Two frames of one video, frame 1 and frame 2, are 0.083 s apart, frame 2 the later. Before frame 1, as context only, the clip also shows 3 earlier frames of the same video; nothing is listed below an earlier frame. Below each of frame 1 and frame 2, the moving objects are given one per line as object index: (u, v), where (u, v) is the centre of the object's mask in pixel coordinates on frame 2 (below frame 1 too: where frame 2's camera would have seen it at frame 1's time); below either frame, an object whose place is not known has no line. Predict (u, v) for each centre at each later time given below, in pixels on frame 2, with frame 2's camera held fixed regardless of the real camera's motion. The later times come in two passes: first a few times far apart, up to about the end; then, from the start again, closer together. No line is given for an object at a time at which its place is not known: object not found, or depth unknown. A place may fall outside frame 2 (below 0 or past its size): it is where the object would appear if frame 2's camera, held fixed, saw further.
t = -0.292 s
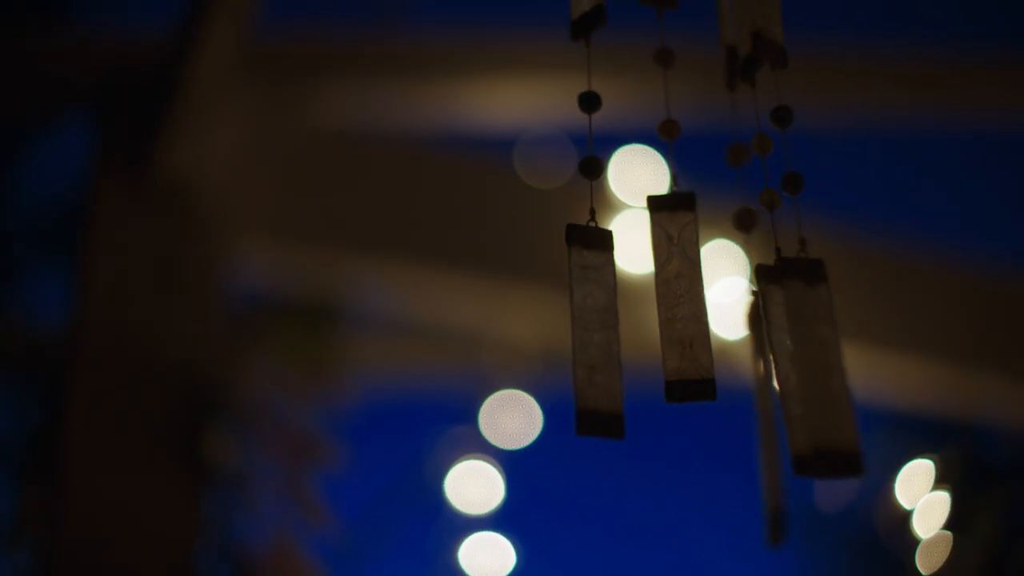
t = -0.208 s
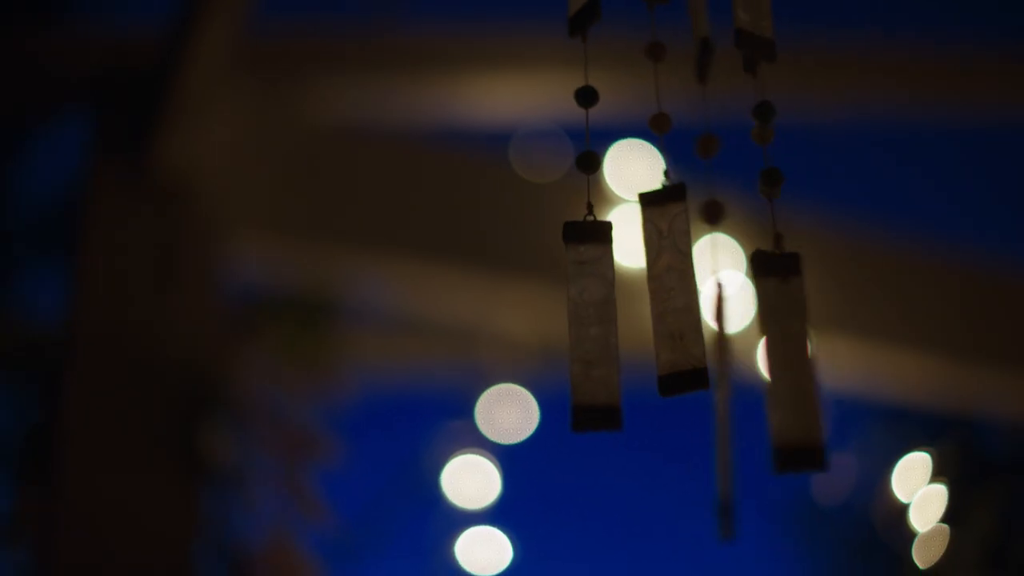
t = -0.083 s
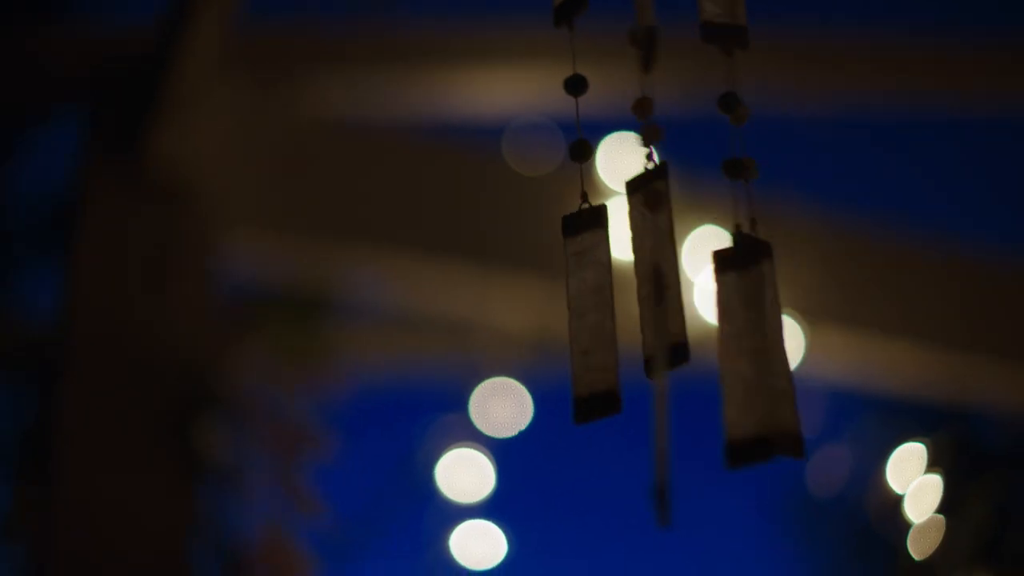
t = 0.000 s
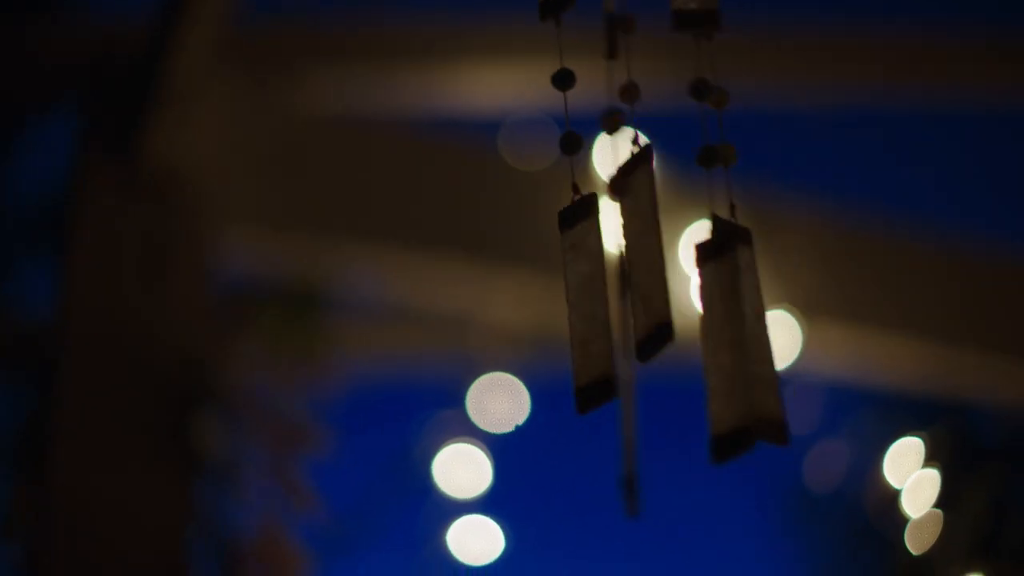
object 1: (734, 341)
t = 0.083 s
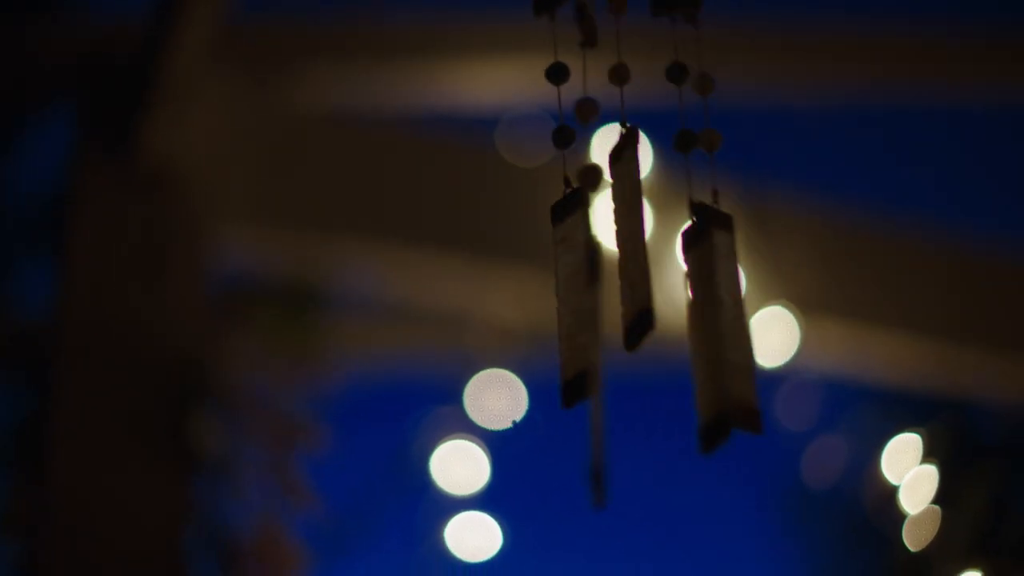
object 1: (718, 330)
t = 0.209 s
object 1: (688, 313)
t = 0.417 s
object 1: (677, 278)
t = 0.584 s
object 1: (717, 266)
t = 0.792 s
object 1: (765, 275)
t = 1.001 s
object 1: (781, 290)
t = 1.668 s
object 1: (651, 262)
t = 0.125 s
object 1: (709, 326)
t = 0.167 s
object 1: (698, 318)
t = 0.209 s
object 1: (688, 313)
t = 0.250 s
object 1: (680, 304)
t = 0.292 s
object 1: (674, 293)
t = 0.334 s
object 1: (673, 287)
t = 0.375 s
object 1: (674, 282)
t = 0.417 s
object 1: (677, 278)
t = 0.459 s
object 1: (681, 271)
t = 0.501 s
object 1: (687, 265)
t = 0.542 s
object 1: (699, 267)
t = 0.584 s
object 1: (717, 266)
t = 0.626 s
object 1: (733, 266)
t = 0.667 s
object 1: (744, 269)
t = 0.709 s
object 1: (753, 271)
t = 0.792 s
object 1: (765, 275)
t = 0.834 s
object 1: (770, 280)
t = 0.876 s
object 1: (774, 280)
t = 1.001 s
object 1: (781, 290)
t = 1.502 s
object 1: (699, 288)
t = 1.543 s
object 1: (683, 286)
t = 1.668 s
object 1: (651, 262)
